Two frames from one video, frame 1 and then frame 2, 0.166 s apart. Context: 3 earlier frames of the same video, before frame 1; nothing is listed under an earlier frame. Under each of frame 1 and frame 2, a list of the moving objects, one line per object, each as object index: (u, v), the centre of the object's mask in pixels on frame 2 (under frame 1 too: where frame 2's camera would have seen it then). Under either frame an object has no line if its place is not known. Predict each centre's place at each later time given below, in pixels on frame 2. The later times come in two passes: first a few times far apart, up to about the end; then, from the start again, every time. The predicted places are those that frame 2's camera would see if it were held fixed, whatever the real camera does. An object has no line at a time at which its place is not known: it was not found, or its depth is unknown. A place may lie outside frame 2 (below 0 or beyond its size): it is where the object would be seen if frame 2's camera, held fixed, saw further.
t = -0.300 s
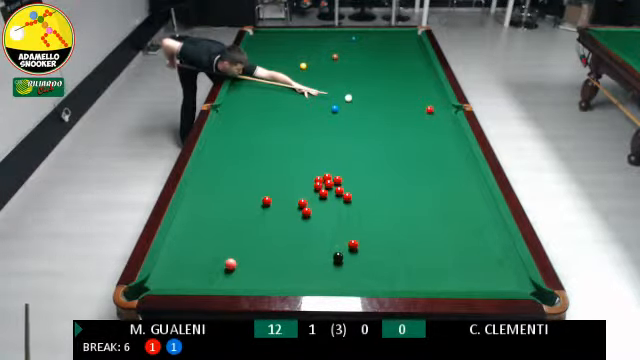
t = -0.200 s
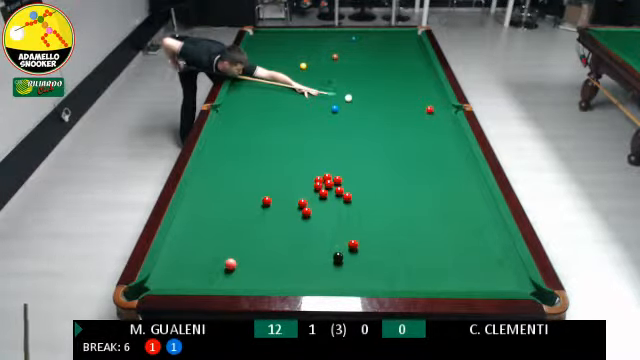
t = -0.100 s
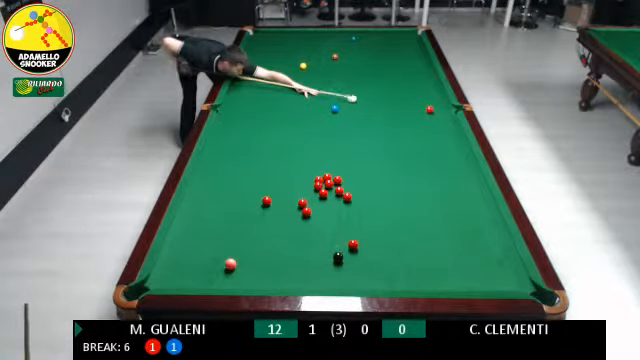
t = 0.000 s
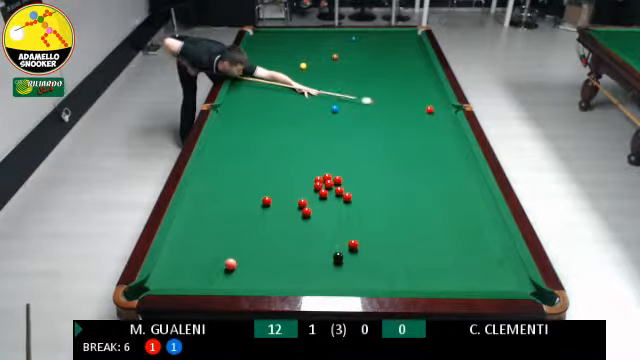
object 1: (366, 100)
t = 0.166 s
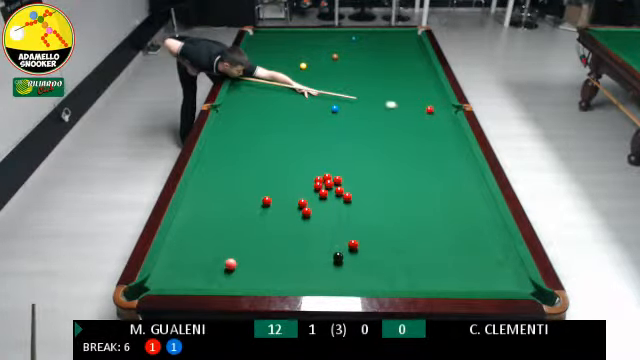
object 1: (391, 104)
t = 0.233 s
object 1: (400, 106)
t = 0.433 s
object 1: (424, 111)
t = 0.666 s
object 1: (437, 119)
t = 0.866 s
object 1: (448, 124)
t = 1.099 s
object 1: (459, 132)
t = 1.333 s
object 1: (458, 138)
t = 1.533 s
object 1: (454, 143)
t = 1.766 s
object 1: (451, 148)
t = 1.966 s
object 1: (448, 152)
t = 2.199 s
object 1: (445, 157)
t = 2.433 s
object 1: (442, 161)
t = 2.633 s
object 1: (439, 165)
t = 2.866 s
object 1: (437, 169)
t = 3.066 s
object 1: (435, 172)
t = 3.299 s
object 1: (432, 175)
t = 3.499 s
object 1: (431, 177)
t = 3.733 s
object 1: (429, 179)
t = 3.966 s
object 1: (427, 181)
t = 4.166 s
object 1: (426, 182)
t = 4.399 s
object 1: (426, 183)
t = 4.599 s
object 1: (425, 183)
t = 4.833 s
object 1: (425, 184)
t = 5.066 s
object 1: (425, 184)
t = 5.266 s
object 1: (425, 184)
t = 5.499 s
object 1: (425, 184)
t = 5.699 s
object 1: (425, 184)
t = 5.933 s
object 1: (425, 184)
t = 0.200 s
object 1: (395, 105)
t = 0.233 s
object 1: (400, 106)
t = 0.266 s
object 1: (405, 107)
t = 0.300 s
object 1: (410, 107)
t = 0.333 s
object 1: (415, 108)
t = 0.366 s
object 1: (419, 109)
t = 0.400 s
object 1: (423, 110)
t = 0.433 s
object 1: (424, 111)
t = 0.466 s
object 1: (426, 112)
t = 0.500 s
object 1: (428, 113)
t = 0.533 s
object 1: (429, 114)
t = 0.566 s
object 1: (431, 115)
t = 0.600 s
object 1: (433, 116)
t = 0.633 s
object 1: (435, 117)
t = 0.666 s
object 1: (437, 119)
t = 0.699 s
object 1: (439, 120)
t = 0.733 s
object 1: (441, 121)
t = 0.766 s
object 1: (442, 122)
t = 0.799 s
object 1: (444, 123)
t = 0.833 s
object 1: (446, 123)
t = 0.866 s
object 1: (448, 124)
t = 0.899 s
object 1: (450, 125)
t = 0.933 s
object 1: (452, 126)
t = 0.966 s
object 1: (454, 128)
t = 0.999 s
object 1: (456, 129)
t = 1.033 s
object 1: (458, 130)
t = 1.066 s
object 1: (459, 131)
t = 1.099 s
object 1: (459, 132)
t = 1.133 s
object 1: (459, 133)
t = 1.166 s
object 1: (459, 134)
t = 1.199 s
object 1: (459, 135)
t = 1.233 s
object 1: (458, 136)
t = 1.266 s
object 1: (458, 136)
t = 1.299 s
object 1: (457, 137)
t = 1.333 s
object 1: (458, 138)
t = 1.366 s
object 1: (456, 139)
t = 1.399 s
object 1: (456, 140)
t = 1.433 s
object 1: (456, 140)
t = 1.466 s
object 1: (455, 141)
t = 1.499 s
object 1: (455, 142)
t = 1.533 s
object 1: (454, 143)
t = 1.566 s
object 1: (453, 144)
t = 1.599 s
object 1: (453, 144)
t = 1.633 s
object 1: (452, 145)
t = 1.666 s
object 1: (453, 146)
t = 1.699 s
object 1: (452, 146)
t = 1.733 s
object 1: (452, 147)
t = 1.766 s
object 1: (451, 148)
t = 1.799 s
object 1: (451, 148)
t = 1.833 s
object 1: (450, 149)
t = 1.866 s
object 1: (450, 150)
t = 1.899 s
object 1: (450, 150)
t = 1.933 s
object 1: (449, 152)
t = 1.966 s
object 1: (448, 152)
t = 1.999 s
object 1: (448, 153)
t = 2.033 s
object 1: (447, 153)
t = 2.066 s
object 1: (447, 154)
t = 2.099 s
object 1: (446, 155)
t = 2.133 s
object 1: (446, 156)
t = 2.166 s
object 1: (445, 156)
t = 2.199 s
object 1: (445, 157)
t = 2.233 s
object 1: (444, 157)
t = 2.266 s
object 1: (444, 158)
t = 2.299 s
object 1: (443, 159)
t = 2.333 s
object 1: (443, 160)
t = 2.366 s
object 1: (443, 160)
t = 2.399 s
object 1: (442, 161)
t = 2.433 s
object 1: (442, 161)
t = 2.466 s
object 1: (442, 162)
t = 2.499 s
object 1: (441, 163)
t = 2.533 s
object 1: (441, 163)
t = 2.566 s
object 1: (440, 164)
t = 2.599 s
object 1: (440, 164)
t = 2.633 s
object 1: (439, 165)
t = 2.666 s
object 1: (439, 165)
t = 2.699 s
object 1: (438, 166)
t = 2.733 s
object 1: (438, 167)
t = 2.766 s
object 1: (438, 167)
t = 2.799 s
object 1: (437, 168)
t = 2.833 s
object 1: (437, 168)
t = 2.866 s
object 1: (437, 169)
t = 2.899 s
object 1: (436, 169)
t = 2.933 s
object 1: (436, 170)
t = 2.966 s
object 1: (436, 170)
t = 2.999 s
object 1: (435, 171)
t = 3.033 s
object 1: (435, 171)
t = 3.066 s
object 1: (435, 172)
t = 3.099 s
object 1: (434, 172)
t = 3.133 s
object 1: (434, 173)
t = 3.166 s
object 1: (434, 173)
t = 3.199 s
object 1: (433, 174)
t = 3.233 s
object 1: (433, 174)
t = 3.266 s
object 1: (433, 174)
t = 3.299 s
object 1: (432, 175)
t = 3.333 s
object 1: (432, 175)
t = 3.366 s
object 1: (432, 176)
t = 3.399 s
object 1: (432, 176)
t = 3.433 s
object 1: (431, 176)
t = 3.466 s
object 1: (431, 177)
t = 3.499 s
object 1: (431, 177)
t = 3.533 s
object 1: (430, 177)
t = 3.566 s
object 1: (430, 178)
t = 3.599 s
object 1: (430, 178)
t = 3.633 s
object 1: (430, 179)
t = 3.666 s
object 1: (429, 179)
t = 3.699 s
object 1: (429, 179)
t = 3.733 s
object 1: (429, 179)
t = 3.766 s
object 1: (429, 180)
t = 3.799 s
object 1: (429, 180)
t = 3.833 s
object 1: (428, 180)
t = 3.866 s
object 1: (428, 180)
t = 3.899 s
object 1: (428, 181)
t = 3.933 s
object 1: (427, 181)
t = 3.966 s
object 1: (427, 181)
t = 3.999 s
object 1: (427, 181)
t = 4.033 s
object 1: (427, 182)
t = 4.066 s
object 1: (427, 182)
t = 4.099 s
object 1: (427, 182)
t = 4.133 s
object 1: (427, 182)
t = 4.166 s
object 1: (426, 182)
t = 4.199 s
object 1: (426, 182)
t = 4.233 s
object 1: (426, 183)
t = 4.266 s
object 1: (426, 183)
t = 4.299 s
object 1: (426, 183)
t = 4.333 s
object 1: (426, 183)
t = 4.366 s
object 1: (426, 183)
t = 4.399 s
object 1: (426, 183)
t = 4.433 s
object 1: (425, 183)
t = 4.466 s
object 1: (425, 183)
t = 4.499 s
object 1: (425, 183)
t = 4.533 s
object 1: (425, 183)
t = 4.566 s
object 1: (425, 183)
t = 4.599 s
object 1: (425, 183)
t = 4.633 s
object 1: (425, 183)
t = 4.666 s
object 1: (425, 183)
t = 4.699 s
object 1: (425, 183)
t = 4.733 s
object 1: (425, 183)
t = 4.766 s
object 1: (425, 183)
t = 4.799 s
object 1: (425, 184)
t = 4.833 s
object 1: (425, 184)
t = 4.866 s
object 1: (424, 183)
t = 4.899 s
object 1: (425, 184)
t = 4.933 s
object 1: (425, 184)
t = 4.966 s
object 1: (425, 184)
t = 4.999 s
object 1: (425, 184)
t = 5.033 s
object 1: (425, 184)
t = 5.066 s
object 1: (425, 184)
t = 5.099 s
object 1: (425, 184)
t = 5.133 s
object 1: (425, 184)
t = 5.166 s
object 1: (425, 184)
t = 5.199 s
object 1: (425, 184)
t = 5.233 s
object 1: (425, 184)
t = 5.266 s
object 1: (425, 184)
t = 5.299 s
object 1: (425, 184)
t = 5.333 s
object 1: (425, 184)
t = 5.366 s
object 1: (425, 184)
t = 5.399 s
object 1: (425, 184)
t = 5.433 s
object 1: (425, 184)
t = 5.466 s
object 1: (425, 184)
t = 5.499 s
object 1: (425, 184)
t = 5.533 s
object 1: (425, 184)
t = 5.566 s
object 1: (425, 184)
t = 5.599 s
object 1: (425, 184)
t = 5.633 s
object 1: (425, 184)
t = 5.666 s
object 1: (425, 184)
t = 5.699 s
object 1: (425, 184)
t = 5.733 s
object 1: (425, 184)
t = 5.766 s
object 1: (425, 184)
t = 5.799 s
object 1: (425, 184)
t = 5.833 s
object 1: (425, 184)
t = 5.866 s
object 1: (425, 184)
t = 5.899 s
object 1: (425, 184)
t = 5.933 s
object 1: (425, 184)
